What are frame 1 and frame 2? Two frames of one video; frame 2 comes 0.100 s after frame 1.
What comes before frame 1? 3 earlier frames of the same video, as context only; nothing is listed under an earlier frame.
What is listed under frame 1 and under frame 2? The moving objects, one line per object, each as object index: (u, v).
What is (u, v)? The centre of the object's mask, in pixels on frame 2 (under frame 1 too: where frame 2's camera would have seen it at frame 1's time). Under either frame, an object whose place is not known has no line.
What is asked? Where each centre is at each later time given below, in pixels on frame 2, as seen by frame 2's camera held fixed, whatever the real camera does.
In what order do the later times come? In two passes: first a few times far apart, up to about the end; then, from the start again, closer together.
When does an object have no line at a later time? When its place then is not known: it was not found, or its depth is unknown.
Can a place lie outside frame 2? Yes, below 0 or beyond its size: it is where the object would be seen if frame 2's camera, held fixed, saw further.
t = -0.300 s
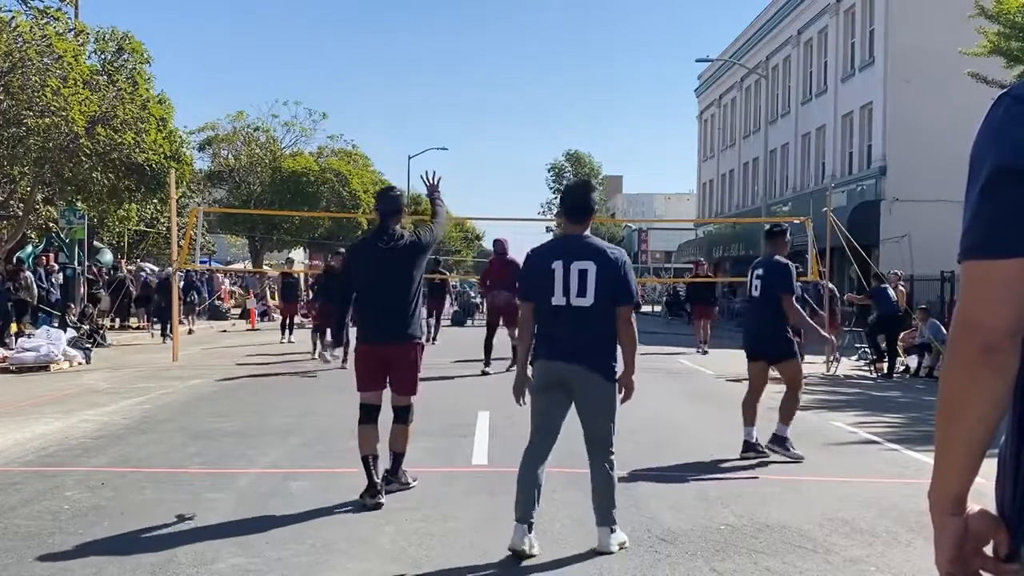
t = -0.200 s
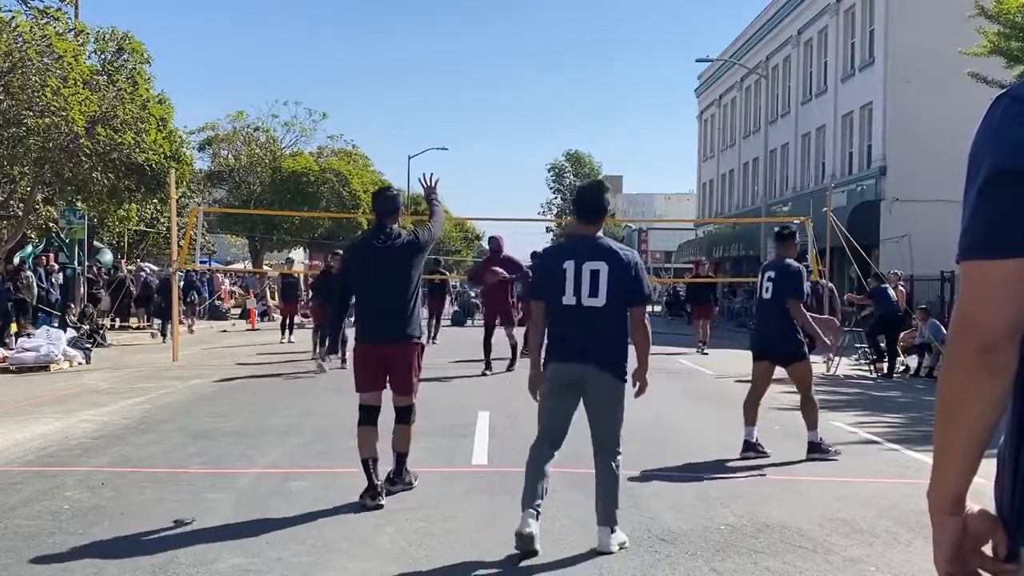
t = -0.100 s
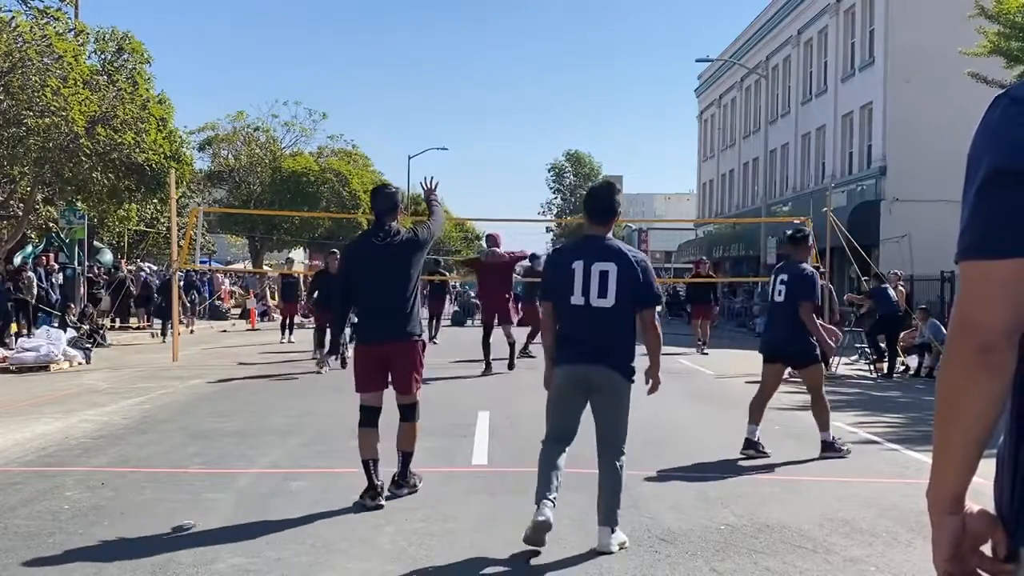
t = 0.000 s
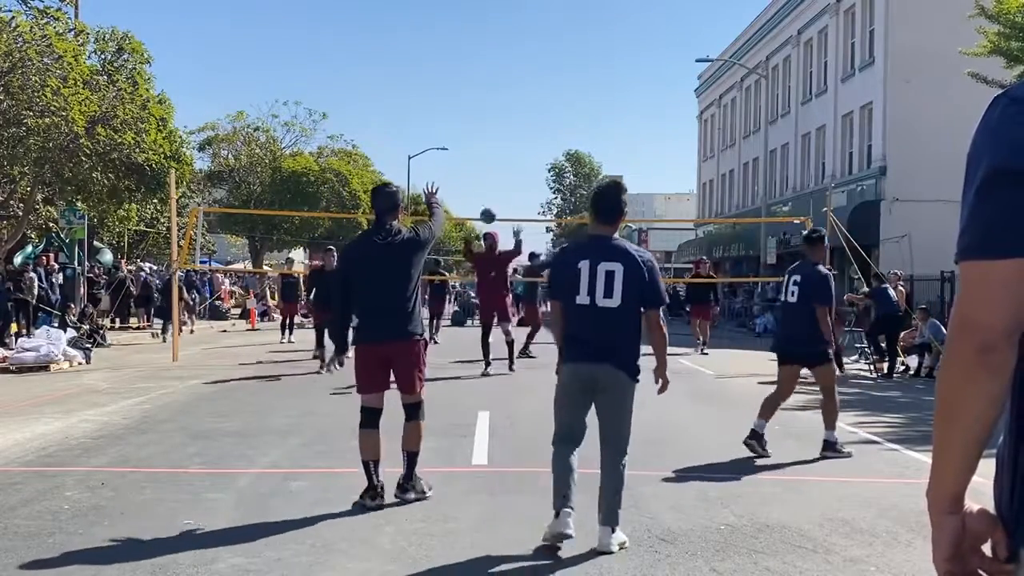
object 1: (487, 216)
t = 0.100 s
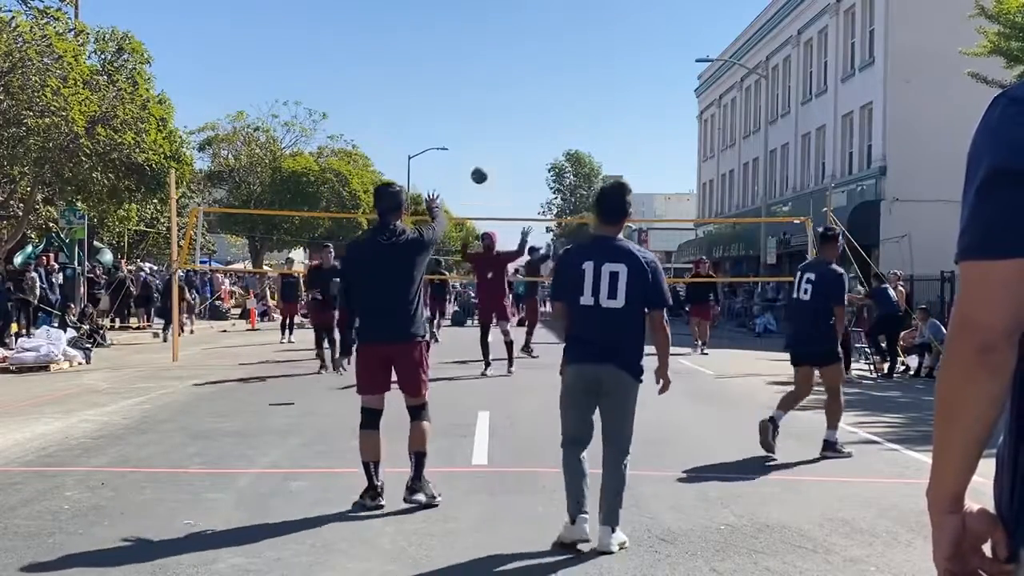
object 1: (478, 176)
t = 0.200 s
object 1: (468, 140)
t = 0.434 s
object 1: (436, 78)
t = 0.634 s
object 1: (401, 60)
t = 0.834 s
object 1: (353, 89)
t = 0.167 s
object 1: (471, 151)
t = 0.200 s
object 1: (468, 140)
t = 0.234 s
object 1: (464, 129)
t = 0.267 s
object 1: (459, 119)
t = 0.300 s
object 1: (455, 110)
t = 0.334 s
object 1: (450, 101)
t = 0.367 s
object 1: (445, 93)
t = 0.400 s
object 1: (441, 85)
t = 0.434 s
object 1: (436, 78)
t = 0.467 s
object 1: (430, 73)
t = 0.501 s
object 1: (425, 68)
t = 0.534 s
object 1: (419, 64)
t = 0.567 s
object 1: (414, 61)
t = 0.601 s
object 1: (407, 60)
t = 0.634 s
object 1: (401, 60)
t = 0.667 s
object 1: (394, 61)
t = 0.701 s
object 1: (386, 63)
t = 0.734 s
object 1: (379, 67)
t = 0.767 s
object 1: (371, 73)
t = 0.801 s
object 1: (362, 80)
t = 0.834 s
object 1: (353, 89)
